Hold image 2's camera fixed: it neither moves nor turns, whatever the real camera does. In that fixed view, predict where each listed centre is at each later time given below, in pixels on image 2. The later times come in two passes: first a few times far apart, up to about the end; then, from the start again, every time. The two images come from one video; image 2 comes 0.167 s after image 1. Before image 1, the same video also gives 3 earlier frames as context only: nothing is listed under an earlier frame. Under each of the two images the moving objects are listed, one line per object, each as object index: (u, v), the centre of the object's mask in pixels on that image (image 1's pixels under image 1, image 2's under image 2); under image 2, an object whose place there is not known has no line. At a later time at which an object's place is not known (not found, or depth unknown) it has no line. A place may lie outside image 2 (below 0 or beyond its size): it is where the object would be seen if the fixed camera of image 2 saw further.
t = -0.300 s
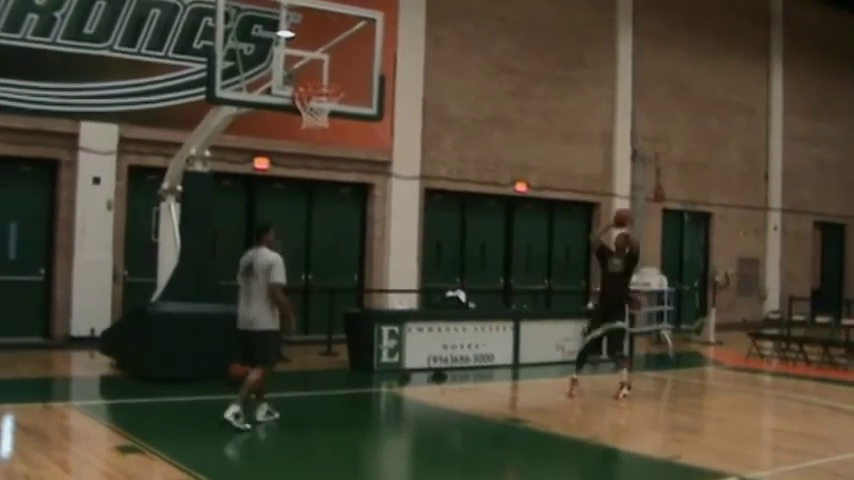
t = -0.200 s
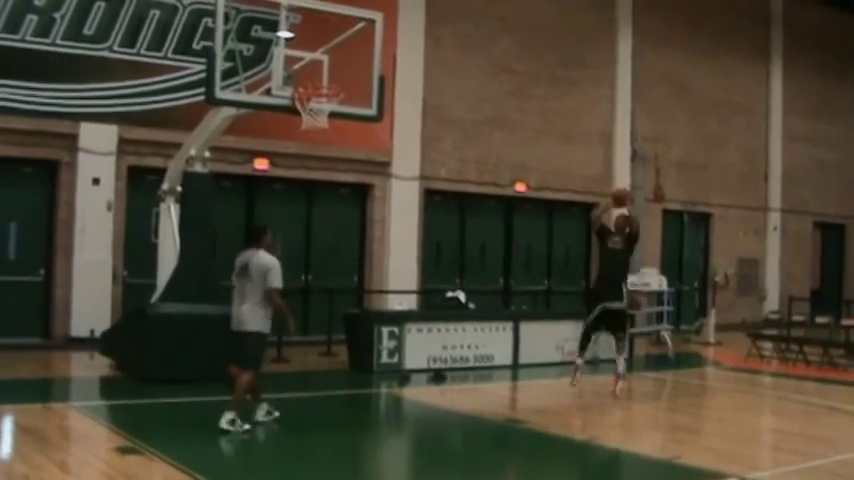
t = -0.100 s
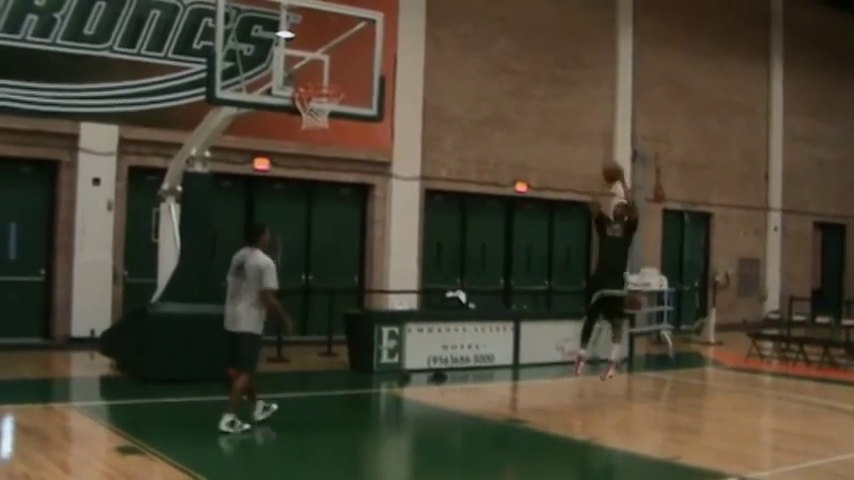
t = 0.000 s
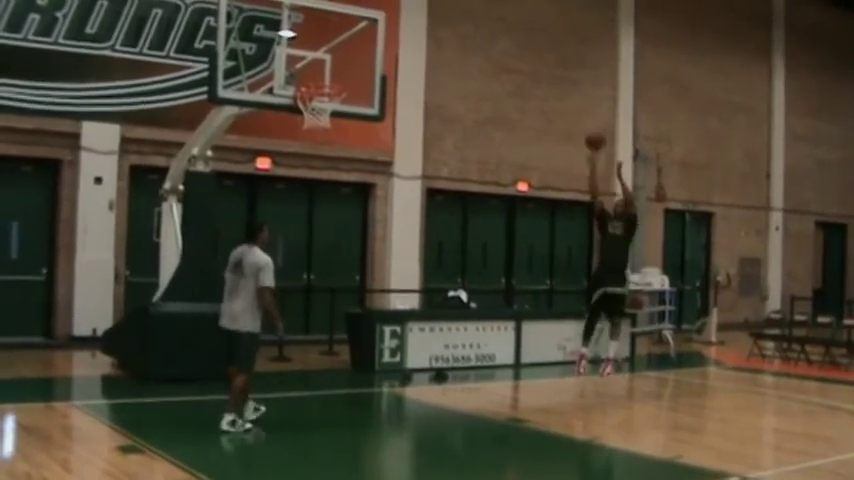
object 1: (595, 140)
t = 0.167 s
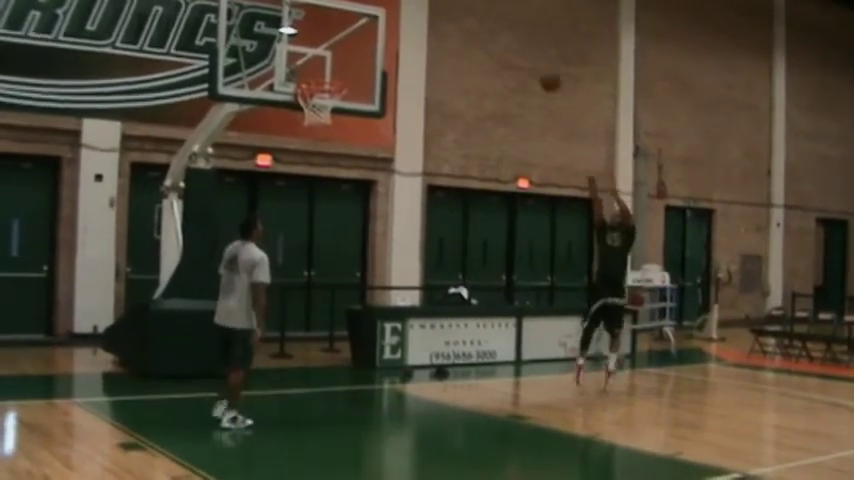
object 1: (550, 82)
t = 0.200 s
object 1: (540, 73)
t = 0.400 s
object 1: (479, 42)
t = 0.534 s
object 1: (435, 40)
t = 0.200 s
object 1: (540, 73)
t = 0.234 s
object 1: (530, 65)
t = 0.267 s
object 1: (521, 60)
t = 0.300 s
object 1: (510, 53)
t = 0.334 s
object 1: (500, 48)
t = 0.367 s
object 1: (489, 44)
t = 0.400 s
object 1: (479, 42)
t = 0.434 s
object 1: (469, 40)
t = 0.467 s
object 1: (458, 39)
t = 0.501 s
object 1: (446, 39)
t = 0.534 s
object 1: (435, 40)
